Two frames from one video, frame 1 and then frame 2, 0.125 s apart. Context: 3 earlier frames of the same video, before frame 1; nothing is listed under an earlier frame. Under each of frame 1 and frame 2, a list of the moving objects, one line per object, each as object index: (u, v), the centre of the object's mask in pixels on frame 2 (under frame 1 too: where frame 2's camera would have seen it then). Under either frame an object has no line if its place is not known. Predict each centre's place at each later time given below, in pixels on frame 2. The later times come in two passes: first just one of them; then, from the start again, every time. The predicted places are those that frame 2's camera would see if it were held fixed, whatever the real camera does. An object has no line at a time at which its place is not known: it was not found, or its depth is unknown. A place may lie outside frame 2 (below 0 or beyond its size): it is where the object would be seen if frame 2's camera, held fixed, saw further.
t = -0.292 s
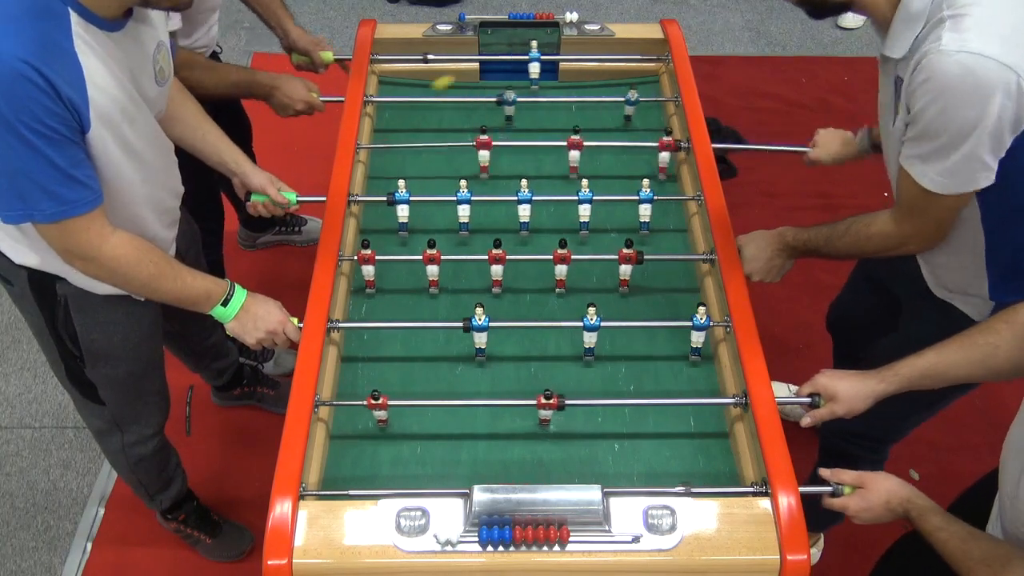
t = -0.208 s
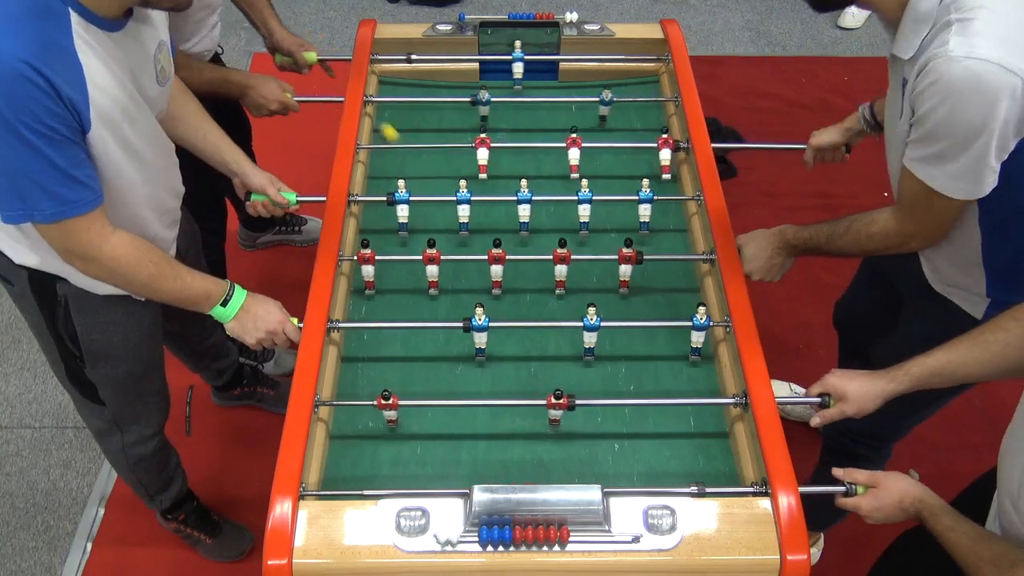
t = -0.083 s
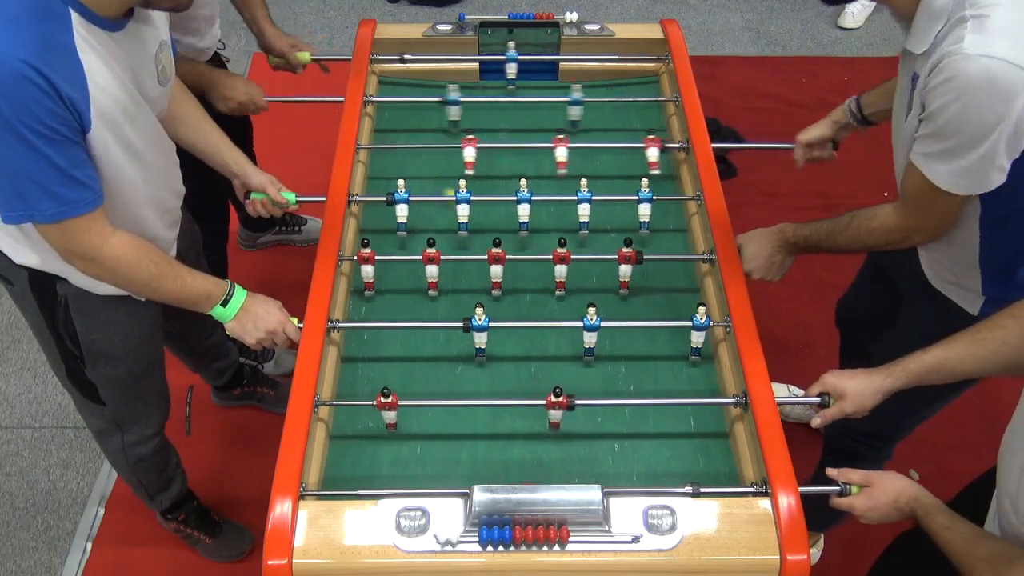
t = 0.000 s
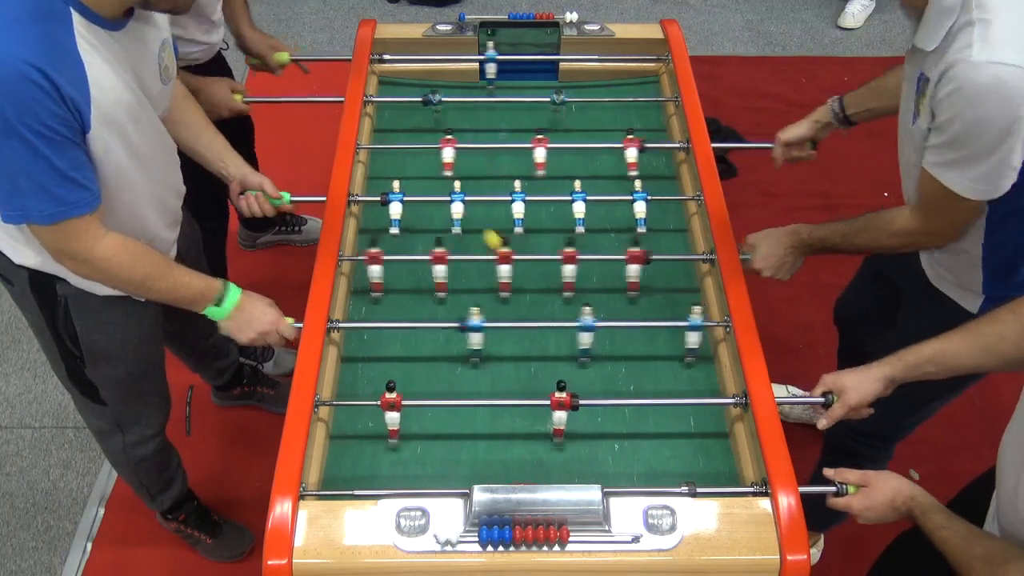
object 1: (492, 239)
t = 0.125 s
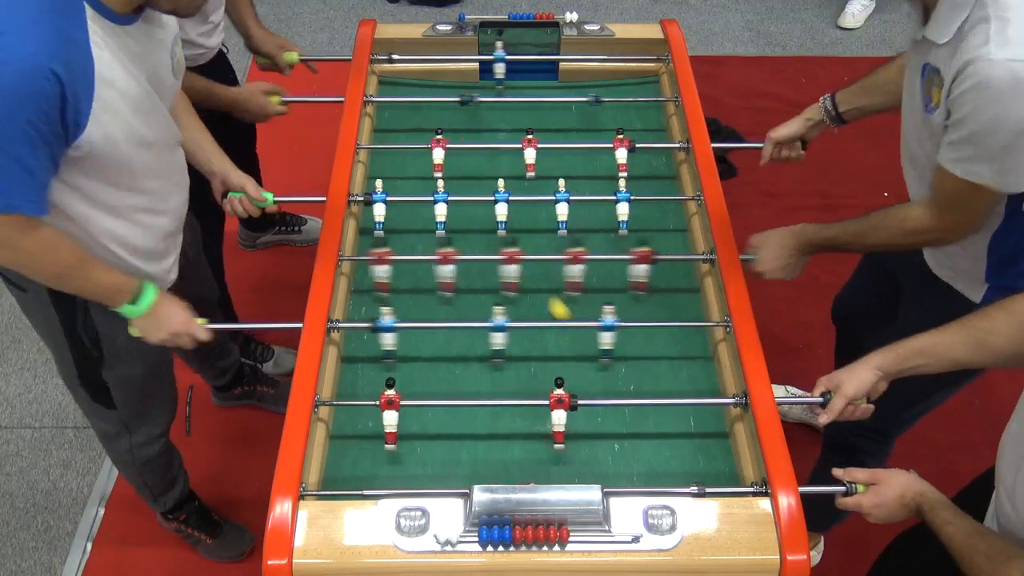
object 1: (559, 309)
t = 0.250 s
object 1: (633, 387)
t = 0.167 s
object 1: (583, 336)
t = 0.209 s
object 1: (608, 361)
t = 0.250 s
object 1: (633, 387)
